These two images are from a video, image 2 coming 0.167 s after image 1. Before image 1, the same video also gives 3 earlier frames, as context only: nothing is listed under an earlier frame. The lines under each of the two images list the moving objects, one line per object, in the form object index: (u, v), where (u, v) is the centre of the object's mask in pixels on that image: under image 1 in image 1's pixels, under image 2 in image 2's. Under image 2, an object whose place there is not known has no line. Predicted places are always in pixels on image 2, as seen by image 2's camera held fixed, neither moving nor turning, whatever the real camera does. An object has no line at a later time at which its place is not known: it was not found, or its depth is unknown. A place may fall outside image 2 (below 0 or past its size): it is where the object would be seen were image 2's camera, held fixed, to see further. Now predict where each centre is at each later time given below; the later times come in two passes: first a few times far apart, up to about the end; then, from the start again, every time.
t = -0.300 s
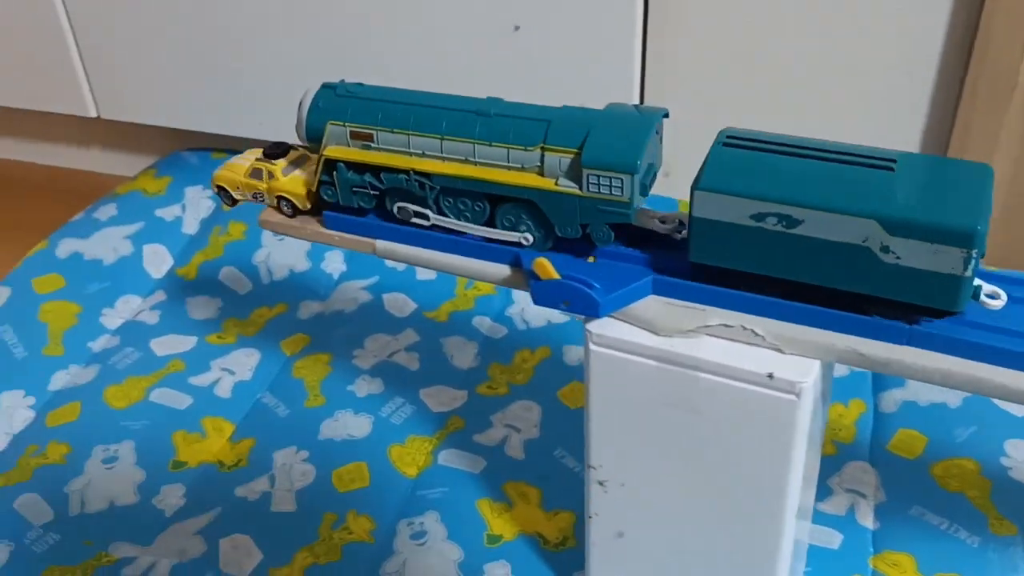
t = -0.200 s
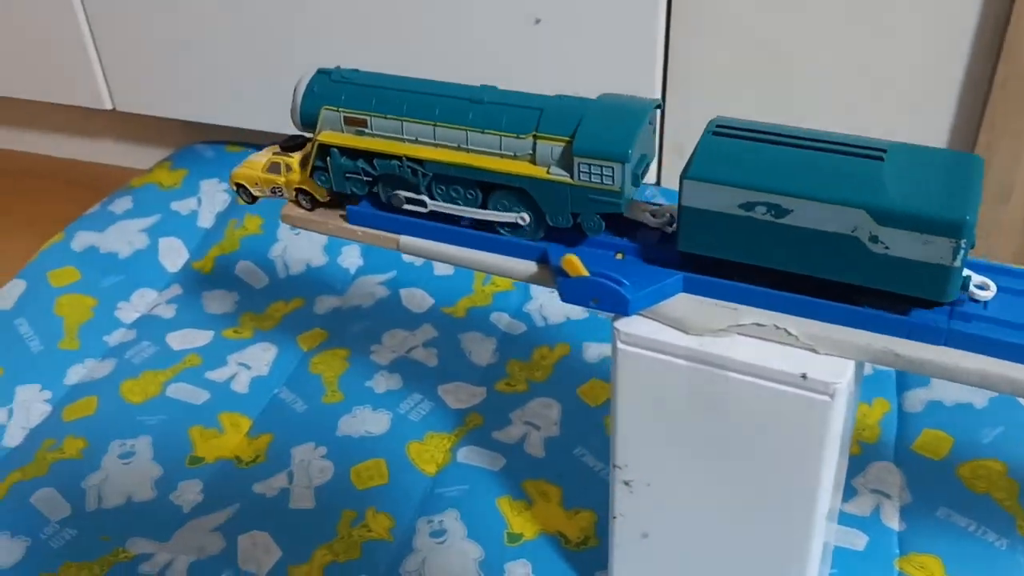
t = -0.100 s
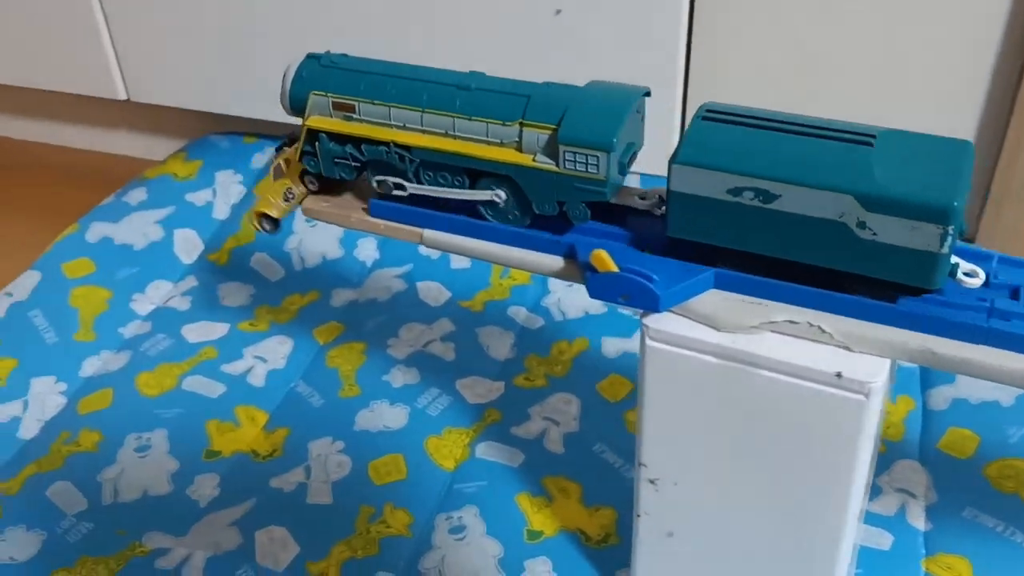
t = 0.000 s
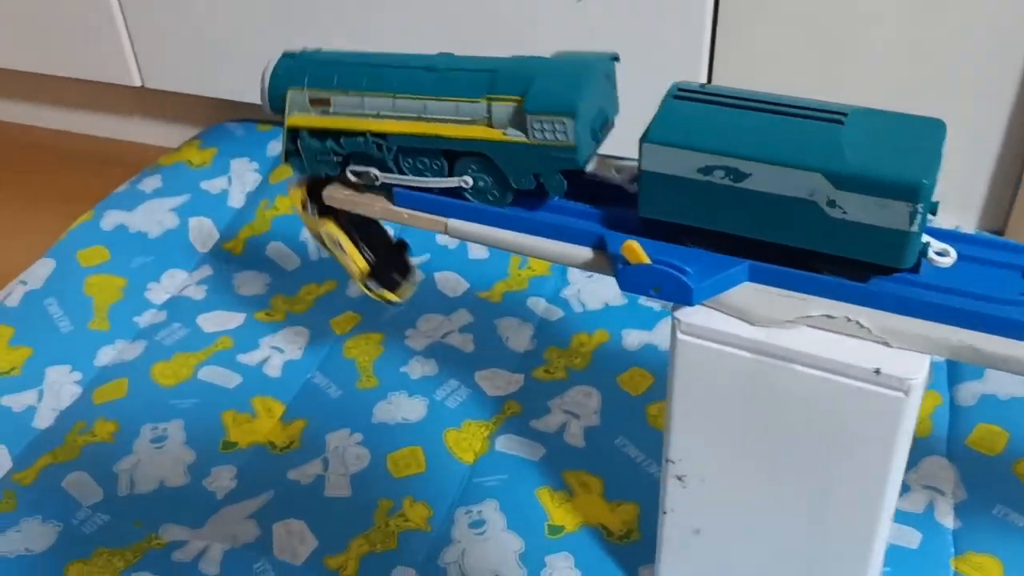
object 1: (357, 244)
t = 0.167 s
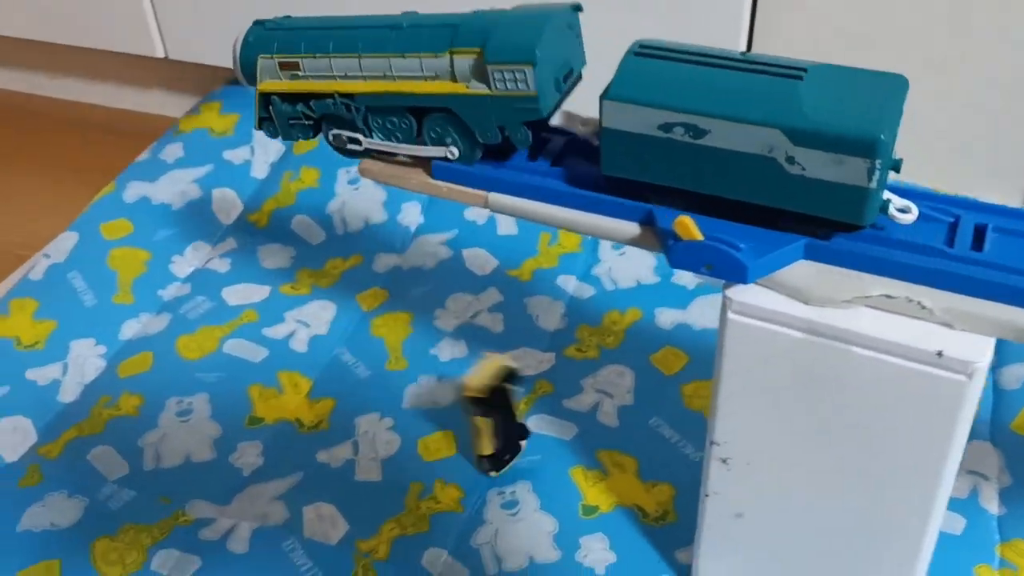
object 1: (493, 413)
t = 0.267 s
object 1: (605, 489)
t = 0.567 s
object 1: (633, 553)
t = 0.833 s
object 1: (634, 553)
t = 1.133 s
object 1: (635, 554)
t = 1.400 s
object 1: (635, 553)
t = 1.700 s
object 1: (634, 553)
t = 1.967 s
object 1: (635, 553)
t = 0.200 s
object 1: (530, 420)
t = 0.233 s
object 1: (571, 455)
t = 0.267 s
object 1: (605, 489)
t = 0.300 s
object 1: (634, 496)
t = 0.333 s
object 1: (635, 509)
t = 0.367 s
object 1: (633, 529)
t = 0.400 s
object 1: (628, 549)
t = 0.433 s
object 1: (638, 550)
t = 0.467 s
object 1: (637, 554)
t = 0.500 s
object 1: (634, 553)
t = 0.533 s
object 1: (635, 556)
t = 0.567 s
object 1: (633, 553)
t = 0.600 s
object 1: (633, 552)
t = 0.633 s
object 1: (633, 552)
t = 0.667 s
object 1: (634, 553)
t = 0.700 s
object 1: (634, 553)
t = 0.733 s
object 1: (634, 554)
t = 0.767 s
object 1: (634, 553)
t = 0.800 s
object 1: (634, 552)
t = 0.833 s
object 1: (634, 553)
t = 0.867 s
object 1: (634, 553)
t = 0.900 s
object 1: (634, 553)
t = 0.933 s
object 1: (634, 553)
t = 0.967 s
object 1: (634, 554)
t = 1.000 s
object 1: (634, 553)
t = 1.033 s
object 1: (634, 554)
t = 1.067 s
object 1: (634, 554)
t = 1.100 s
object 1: (635, 554)
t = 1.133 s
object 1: (635, 554)
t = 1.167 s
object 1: (635, 554)
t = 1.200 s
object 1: (635, 554)
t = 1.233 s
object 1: (635, 554)
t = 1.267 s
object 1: (635, 554)
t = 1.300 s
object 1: (634, 554)
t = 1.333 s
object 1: (635, 554)
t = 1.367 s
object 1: (635, 554)
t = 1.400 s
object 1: (635, 553)
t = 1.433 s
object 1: (635, 553)
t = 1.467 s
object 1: (635, 553)
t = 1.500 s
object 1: (635, 553)
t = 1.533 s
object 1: (635, 553)
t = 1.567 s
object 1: (634, 553)
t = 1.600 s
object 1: (634, 553)
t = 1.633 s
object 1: (634, 553)
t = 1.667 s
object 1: (634, 553)
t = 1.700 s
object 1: (634, 553)
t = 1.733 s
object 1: (634, 553)
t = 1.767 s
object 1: (634, 552)
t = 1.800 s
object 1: (634, 552)
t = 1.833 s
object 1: (634, 553)
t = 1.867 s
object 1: (634, 553)
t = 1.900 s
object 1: (634, 553)
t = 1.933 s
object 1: (635, 552)
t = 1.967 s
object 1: (635, 553)
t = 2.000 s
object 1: (634, 553)
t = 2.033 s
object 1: (634, 553)
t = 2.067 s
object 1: (634, 552)
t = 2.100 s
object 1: (634, 553)
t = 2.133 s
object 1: (634, 553)
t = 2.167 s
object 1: (634, 553)
